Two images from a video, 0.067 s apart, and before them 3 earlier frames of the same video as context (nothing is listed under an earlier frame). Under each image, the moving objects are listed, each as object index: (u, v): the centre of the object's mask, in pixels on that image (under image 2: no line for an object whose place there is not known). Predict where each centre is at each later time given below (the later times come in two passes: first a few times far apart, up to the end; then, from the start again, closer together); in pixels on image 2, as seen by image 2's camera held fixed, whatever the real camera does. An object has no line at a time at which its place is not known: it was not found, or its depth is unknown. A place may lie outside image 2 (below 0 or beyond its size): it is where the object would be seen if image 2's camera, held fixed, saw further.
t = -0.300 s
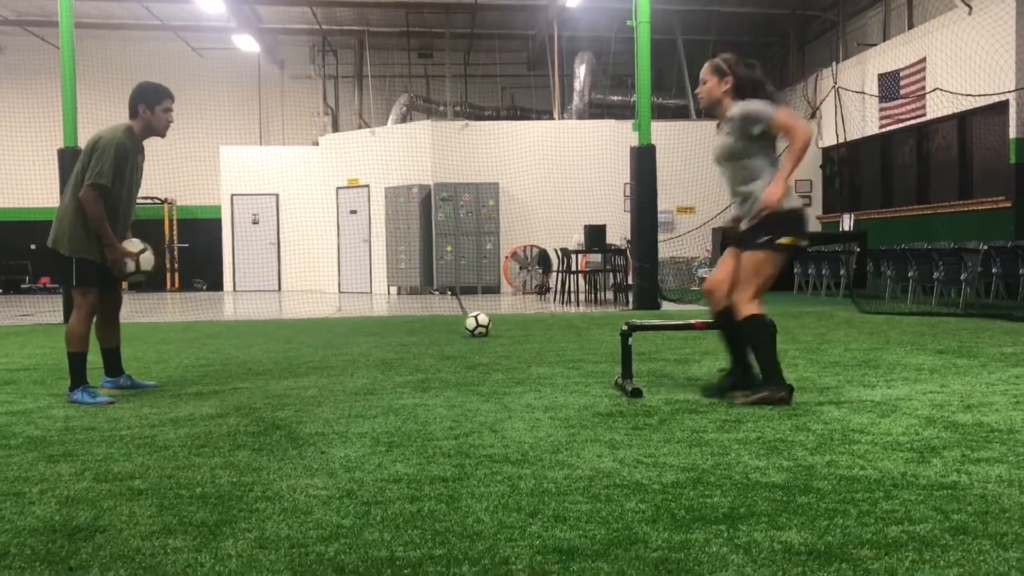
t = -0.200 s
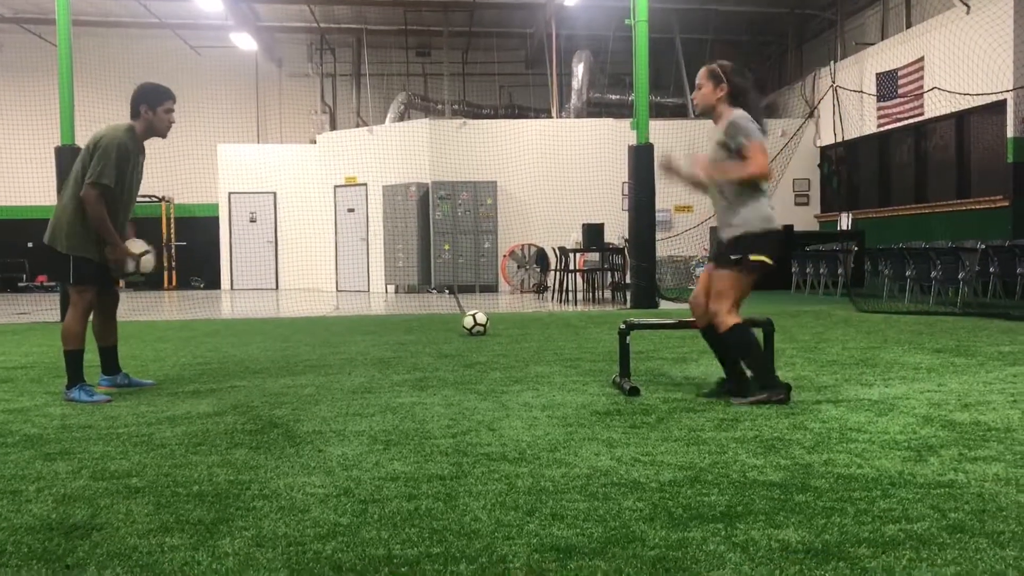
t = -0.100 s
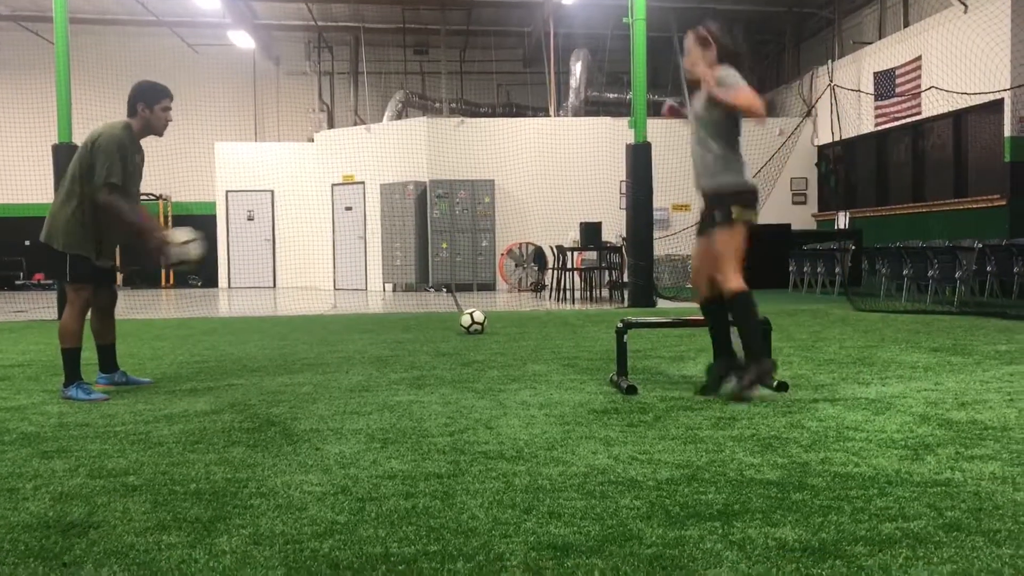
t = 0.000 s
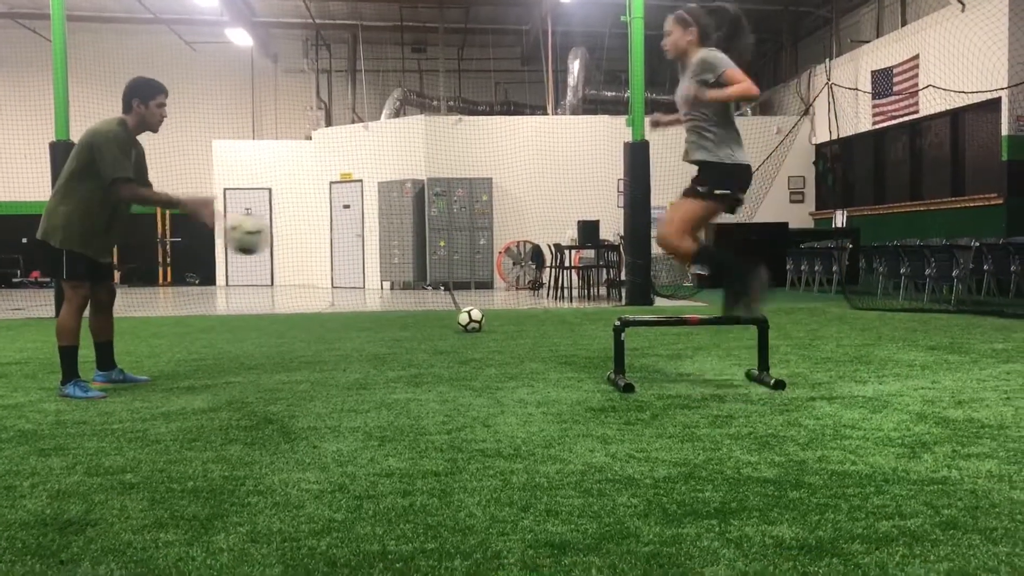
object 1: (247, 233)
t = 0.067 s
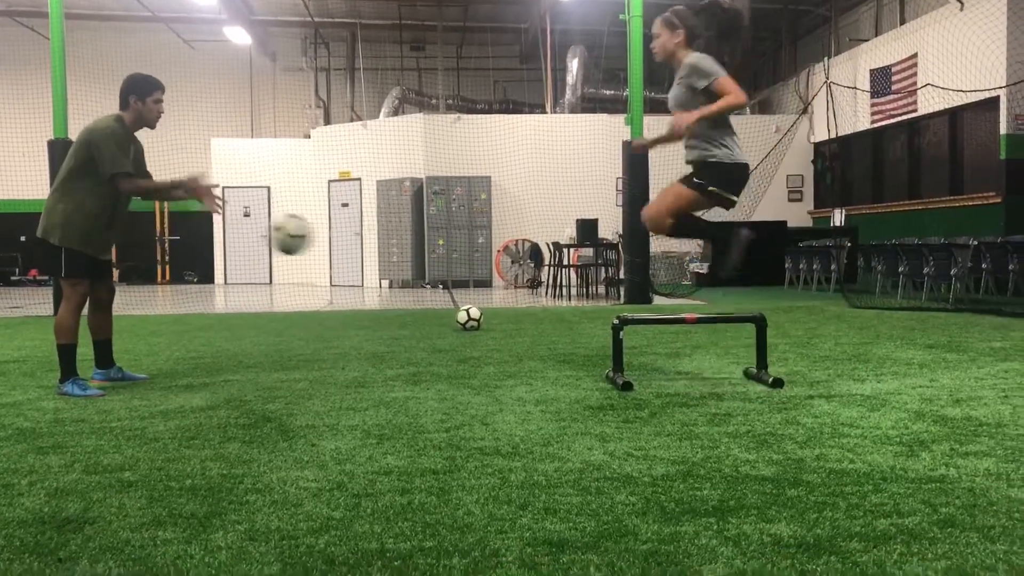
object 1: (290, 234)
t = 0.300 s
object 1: (442, 304)
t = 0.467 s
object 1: (523, 321)
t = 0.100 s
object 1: (314, 238)
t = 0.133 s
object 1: (335, 245)
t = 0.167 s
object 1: (355, 252)
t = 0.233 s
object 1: (401, 274)
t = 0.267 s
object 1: (423, 288)
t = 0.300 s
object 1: (442, 304)
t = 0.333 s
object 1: (464, 323)
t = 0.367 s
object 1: (485, 344)
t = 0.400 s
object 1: (502, 348)
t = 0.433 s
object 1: (512, 334)
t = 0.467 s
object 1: (523, 321)
